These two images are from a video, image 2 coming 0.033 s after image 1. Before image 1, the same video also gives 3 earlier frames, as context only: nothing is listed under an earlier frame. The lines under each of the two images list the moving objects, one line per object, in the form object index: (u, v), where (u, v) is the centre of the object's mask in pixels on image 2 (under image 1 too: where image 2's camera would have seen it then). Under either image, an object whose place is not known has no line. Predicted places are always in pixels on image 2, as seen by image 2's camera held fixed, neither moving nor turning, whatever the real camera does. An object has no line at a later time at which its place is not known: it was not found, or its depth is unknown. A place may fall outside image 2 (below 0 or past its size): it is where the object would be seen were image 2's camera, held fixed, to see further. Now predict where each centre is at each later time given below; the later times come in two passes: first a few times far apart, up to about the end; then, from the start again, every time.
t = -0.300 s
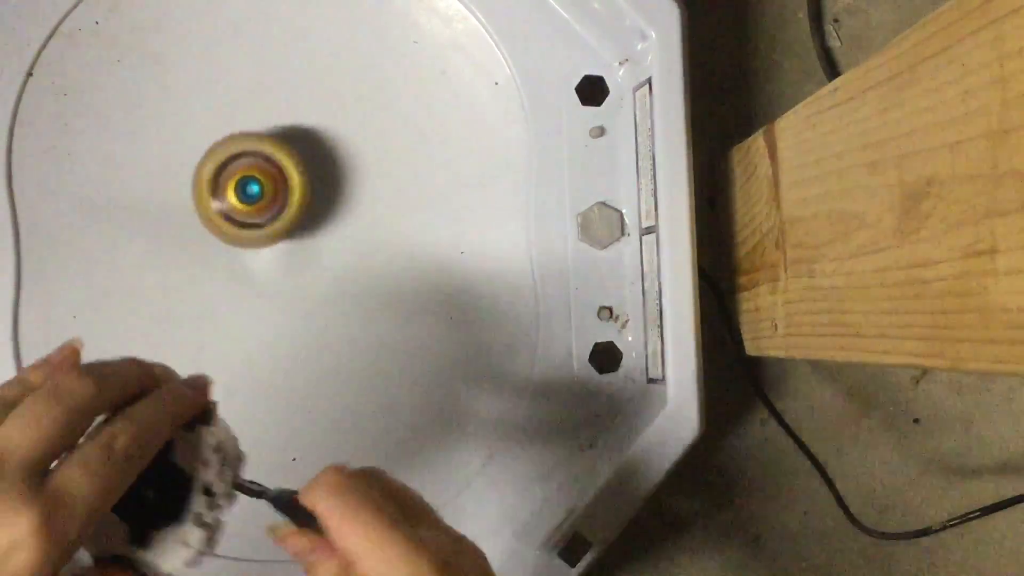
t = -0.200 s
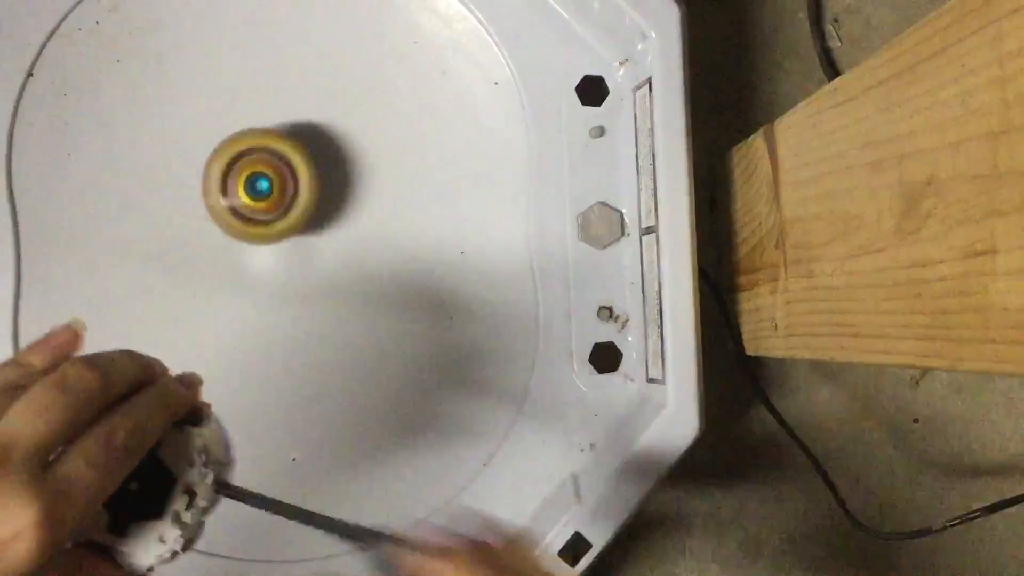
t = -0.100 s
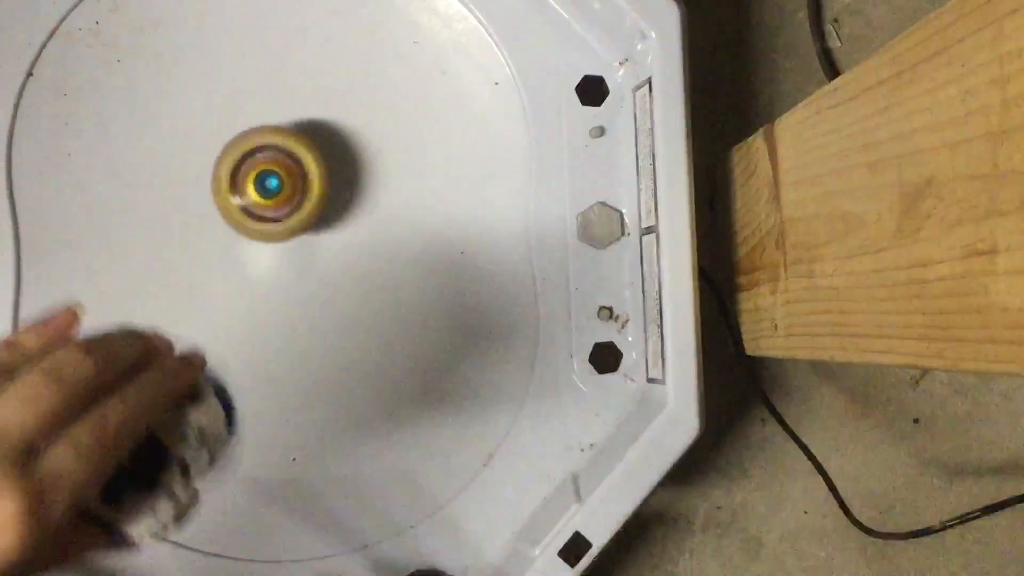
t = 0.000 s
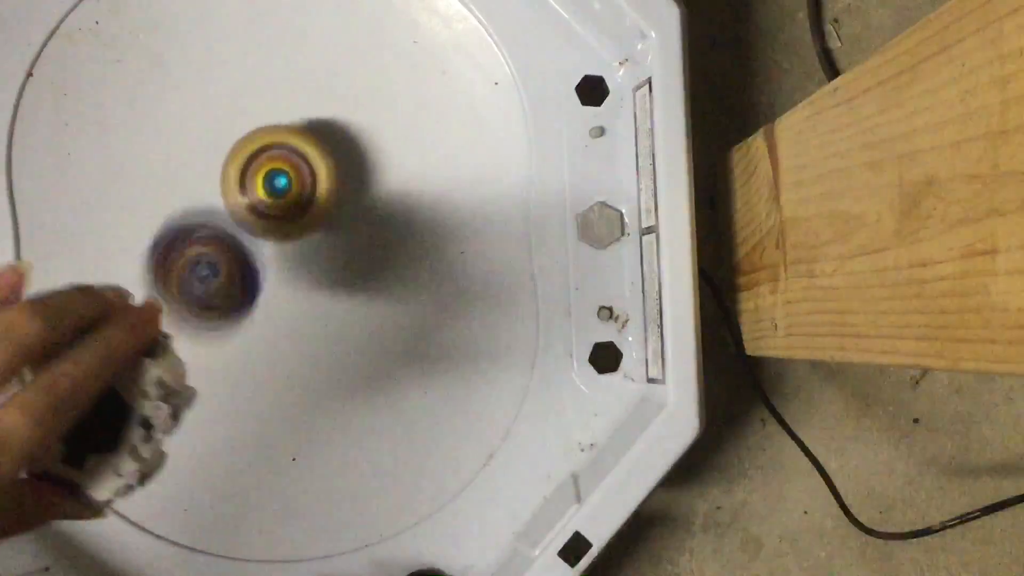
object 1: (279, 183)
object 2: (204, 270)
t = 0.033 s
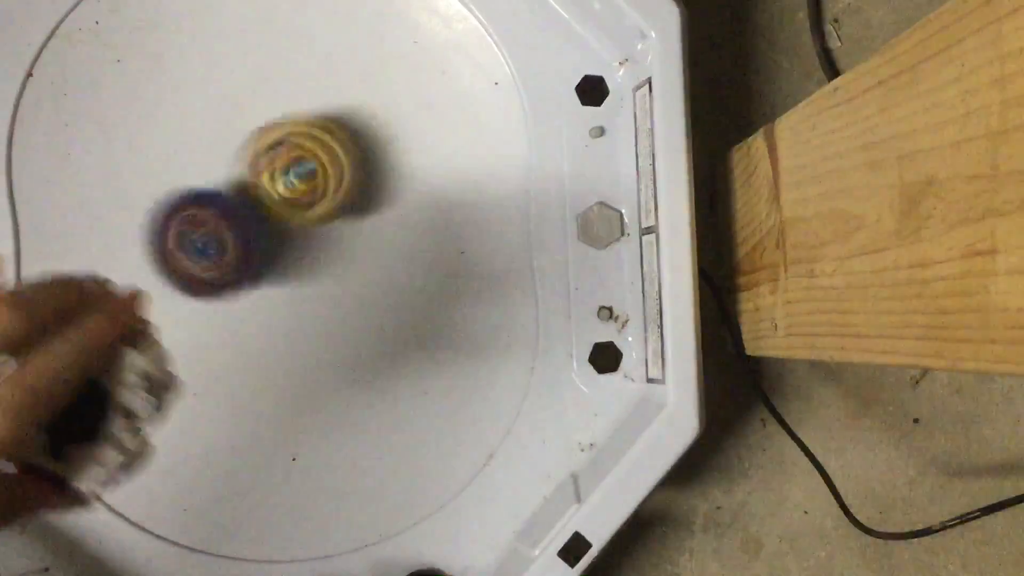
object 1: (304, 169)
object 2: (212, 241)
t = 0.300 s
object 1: (440, 50)
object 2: (30, 192)
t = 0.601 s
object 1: (325, 74)
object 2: (308, 220)
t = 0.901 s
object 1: (315, 302)
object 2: (474, 288)
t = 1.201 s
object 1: (58, 425)
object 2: (565, 263)
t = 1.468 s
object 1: (182, 315)
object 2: (495, 262)
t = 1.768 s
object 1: (215, 104)
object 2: (286, 283)
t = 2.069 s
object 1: (227, 32)
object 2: (199, 303)
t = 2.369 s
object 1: (336, 100)
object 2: (186, 255)
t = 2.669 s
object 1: (403, 229)
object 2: (262, 152)
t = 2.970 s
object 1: (339, 345)
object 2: (318, 95)
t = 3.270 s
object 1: (238, 394)
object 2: (339, 148)
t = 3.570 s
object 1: (155, 329)
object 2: (307, 251)
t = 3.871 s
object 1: (183, 207)
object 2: (271, 325)
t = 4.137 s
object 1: (264, 103)
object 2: (244, 323)
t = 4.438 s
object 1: (339, 99)
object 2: (237, 251)
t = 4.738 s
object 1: (399, 193)
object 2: (260, 177)
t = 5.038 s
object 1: (371, 306)
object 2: (308, 148)
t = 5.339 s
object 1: (285, 309)
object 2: (336, 173)
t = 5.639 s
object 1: (176, 287)
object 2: (326, 219)
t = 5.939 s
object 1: (155, 225)
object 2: (371, 182)
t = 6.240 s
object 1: (240, 128)
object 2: (345, 206)
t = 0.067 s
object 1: (345, 146)
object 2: (162, 233)
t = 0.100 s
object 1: (382, 128)
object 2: (119, 223)
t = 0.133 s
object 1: (412, 112)
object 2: (84, 217)
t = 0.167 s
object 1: (433, 97)
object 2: (55, 210)
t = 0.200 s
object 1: (447, 82)
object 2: (37, 204)
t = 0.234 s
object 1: (450, 71)
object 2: (31, 202)
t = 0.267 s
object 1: (448, 59)
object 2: (30, 196)
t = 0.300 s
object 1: (440, 50)
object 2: (30, 192)
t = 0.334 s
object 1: (431, 42)
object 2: (36, 188)
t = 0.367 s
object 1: (421, 38)
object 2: (49, 186)
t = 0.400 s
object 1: (406, 35)
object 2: (72, 186)
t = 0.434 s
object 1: (390, 34)
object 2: (104, 185)
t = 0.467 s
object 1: (375, 37)
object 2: (141, 188)
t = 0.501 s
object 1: (362, 41)
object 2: (182, 194)
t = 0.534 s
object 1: (348, 47)
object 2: (225, 205)
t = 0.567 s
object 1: (335, 57)
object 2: (266, 213)
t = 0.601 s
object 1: (325, 74)
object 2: (308, 220)
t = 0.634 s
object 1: (314, 95)
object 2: (347, 229)
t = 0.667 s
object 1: (302, 122)
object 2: (379, 237)
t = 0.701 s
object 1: (295, 147)
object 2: (408, 250)
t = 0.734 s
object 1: (291, 175)
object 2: (430, 264)
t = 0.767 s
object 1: (290, 203)
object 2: (447, 272)
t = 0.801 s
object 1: (293, 227)
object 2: (461, 279)
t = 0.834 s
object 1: (300, 254)
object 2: (471, 285)
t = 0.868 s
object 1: (308, 279)
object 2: (474, 287)
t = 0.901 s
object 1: (315, 302)
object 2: (474, 288)
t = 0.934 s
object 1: (320, 317)
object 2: (469, 288)
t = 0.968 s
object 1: (329, 329)
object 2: (461, 289)
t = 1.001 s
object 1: (332, 337)
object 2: (457, 289)
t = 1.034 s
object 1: (277, 354)
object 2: (508, 279)
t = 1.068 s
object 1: (220, 372)
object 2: (526, 277)
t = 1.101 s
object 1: (171, 387)
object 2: (541, 272)
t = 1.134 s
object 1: (126, 401)
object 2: (552, 269)
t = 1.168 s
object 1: (89, 413)
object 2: (558, 265)
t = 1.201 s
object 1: (58, 425)
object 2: (565, 263)
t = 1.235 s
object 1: (47, 428)
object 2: (574, 261)
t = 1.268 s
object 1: (47, 422)
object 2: (586, 263)
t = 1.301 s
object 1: (58, 408)
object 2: (593, 264)
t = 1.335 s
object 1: (75, 395)
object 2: (580, 261)
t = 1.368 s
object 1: (100, 376)
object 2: (562, 261)
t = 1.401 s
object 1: (125, 358)
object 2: (544, 262)
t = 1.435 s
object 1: (152, 337)
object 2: (520, 262)
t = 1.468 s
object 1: (182, 315)
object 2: (495, 262)
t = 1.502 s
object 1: (207, 293)
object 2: (458, 260)
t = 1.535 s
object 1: (238, 268)
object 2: (416, 257)
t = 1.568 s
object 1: (262, 246)
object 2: (375, 259)
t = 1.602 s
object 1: (252, 219)
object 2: (357, 265)
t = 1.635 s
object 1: (241, 193)
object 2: (345, 272)
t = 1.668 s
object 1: (234, 169)
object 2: (334, 276)
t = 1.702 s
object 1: (227, 147)
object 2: (322, 277)
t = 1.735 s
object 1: (221, 125)
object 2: (304, 280)
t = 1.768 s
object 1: (215, 104)
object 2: (286, 283)
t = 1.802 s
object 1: (212, 85)
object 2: (267, 288)
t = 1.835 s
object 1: (209, 68)
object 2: (251, 292)
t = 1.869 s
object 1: (208, 54)
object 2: (237, 295)
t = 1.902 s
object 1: (208, 46)
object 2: (227, 299)
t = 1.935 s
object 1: (208, 40)
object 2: (218, 300)
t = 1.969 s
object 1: (210, 36)
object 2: (211, 301)
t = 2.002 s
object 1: (215, 33)
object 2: (207, 303)
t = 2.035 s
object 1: (220, 32)
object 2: (202, 304)
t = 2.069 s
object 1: (227, 32)
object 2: (199, 303)
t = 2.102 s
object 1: (235, 33)
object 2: (197, 301)
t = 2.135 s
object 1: (245, 36)
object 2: (194, 299)
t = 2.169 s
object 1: (256, 39)
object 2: (190, 295)
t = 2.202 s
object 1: (268, 43)
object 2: (187, 290)
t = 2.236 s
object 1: (281, 49)
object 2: (184, 284)
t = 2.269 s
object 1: (295, 58)
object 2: (181, 277)
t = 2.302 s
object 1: (308, 71)
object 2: (180, 270)
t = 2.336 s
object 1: (323, 84)
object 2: (183, 263)
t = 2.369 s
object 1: (336, 100)
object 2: (186, 255)
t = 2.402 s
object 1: (349, 116)
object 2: (192, 247)
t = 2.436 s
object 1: (360, 131)
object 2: (199, 236)
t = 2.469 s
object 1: (370, 147)
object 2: (209, 225)
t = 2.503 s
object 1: (380, 163)
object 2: (220, 213)
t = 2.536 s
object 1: (390, 179)
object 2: (228, 202)
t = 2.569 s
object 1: (395, 192)
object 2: (235, 188)
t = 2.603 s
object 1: (400, 206)
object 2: (244, 174)
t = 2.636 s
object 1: (403, 218)
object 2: (253, 164)
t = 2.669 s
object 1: (403, 229)
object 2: (262, 152)
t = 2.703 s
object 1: (402, 241)
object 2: (269, 140)
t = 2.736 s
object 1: (400, 252)
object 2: (276, 130)
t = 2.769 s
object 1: (395, 265)
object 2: (282, 121)
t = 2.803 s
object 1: (389, 278)
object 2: (288, 113)
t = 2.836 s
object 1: (381, 292)
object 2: (295, 106)
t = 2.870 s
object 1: (372, 306)
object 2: (301, 99)
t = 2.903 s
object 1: (362, 320)
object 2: (308, 96)
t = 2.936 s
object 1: (351, 334)
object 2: (313, 95)
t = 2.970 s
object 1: (339, 345)
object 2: (318, 95)
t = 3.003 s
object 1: (328, 356)
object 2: (324, 96)
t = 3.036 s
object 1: (317, 364)
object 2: (328, 98)
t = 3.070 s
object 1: (306, 373)
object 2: (332, 101)
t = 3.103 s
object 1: (294, 380)
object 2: (336, 107)
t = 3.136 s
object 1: (283, 386)
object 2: (338, 113)
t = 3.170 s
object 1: (271, 390)
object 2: (339, 121)
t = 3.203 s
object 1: (261, 393)
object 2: (340, 129)
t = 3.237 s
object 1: (250, 395)
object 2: (340, 138)
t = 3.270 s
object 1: (238, 394)
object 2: (339, 148)
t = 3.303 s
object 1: (227, 392)
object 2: (338, 159)
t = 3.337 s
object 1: (215, 389)
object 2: (335, 169)
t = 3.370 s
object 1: (205, 384)
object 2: (332, 180)
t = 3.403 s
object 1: (194, 378)
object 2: (329, 192)
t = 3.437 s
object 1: (184, 372)
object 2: (325, 205)
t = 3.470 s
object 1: (175, 363)
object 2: (322, 218)
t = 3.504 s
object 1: (168, 352)
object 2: (316, 230)
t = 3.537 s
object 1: (160, 341)
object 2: (311, 240)
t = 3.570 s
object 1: (155, 329)
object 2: (307, 251)
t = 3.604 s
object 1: (152, 318)
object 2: (304, 261)
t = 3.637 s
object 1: (151, 306)
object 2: (300, 271)
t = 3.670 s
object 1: (152, 294)
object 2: (294, 280)
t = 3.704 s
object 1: (156, 281)
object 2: (290, 287)
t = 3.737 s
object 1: (160, 269)
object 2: (284, 293)
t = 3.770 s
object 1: (166, 254)
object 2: (282, 303)
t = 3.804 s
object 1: (170, 239)
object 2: (281, 311)
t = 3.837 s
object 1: (175, 223)
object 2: (276, 319)
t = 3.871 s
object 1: (183, 207)
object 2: (271, 325)
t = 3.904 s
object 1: (192, 190)
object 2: (268, 329)
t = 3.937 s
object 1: (202, 174)
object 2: (262, 331)
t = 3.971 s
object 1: (213, 158)
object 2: (258, 334)
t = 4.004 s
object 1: (222, 144)
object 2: (254, 336)
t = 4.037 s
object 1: (232, 132)
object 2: (252, 335)
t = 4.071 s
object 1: (242, 121)
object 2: (249, 332)
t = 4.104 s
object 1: (253, 111)
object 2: (246, 328)
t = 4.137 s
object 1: (264, 103)
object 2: (244, 323)
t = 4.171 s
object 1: (273, 97)
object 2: (244, 319)
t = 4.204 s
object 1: (283, 91)
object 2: (244, 310)
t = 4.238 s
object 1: (292, 88)
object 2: (242, 300)
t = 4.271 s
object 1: (299, 86)
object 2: (242, 290)
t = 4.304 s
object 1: (307, 86)
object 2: (242, 282)
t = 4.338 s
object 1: (315, 87)
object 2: (246, 272)
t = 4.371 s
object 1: (322, 89)
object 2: (246, 262)
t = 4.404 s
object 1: (330, 94)
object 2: (242, 255)
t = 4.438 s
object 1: (339, 99)
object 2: (237, 251)
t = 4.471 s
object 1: (347, 105)
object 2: (233, 245)
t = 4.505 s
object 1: (355, 114)
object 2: (232, 235)
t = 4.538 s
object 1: (363, 124)
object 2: (233, 224)
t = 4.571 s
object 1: (370, 134)
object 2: (237, 216)
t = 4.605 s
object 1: (378, 144)
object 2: (243, 208)
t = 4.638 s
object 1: (385, 156)
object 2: (247, 200)
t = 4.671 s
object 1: (392, 168)
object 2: (251, 193)
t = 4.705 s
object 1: (396, 180)
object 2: (255, 186)
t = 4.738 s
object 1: (399, 193)
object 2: (260, 177)
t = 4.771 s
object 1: (400, 205)
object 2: (266, 170)
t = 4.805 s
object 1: (400, 217)
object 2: (271, 164)
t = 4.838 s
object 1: (400, 229)
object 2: (277, 160)
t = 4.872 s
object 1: (398, 243)
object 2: (283, 156)
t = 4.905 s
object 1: (395, 259)
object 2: (288, 153)
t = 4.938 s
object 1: (390, 275)
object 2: (292, 152)
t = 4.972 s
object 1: (385, 288)
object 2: (298, 150)
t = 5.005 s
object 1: (379, 299)
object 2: (304, 148)
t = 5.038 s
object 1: (371, 306)
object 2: (308, 148)
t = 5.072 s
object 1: (361, 311)
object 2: (314, 150)
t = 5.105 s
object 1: (350, 315)
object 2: (320, 151)
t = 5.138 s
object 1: (340, 316)
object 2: (324, 152)
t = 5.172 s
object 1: (330, 316)
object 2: (327, 156)
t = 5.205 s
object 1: (322, 314)
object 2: (331, 158)
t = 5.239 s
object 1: (314, 313)
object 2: (334, 160)
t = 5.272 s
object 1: (306, 311)
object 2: (334, 164)
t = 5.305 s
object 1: (296, 310)
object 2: (336, 170)
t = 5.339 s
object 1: (285, 309)
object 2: (336, 173)
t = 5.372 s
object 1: (272, 307)
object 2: (333, 179)
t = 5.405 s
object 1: (257, 304)
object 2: (331, 187)
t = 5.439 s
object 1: (242, 302)
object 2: (329, 192)
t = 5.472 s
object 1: (228, 299)
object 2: (325, 197)
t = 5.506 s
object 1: (218, 297)
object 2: (320, 206)
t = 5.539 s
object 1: (211, 295)
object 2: (316, 212)
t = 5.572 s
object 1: (207, 293)
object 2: (310, 217)
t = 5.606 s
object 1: (197, 289)
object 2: (312, 222)
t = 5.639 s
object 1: (176, 287)
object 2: (326, 219)
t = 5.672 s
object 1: (161, 282)
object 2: (338, 215)
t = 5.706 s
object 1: (150, 276)
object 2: (347, 212)
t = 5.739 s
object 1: (143, 270)
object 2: (355, 207)
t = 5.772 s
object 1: (138, 262)
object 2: (362, 201)
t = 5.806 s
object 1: (136, 254)
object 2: (368, 199)
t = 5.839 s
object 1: (137, 247)
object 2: (372, 193)
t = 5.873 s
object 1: (140, 240)
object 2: (373, 190)
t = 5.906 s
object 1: (146, 233)
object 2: (373, 187)
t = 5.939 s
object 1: (155, 225)
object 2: (371, 182)
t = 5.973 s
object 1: (166, 216)
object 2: (367, 180)
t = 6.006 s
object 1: (179, 207)
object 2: (364, 178)
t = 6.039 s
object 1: (194, 198)
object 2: (355, 176)
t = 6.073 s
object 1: (209, 187)
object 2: (347, 177)
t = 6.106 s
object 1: (219, 176)
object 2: (340, 176)
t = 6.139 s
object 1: (219, 163)
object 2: (344, 186)
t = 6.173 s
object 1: (221, 150)
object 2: (349, 193)
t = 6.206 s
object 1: (229, 139)
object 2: (348, 199)
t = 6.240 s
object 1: (240, 128)
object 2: (345, 206)
